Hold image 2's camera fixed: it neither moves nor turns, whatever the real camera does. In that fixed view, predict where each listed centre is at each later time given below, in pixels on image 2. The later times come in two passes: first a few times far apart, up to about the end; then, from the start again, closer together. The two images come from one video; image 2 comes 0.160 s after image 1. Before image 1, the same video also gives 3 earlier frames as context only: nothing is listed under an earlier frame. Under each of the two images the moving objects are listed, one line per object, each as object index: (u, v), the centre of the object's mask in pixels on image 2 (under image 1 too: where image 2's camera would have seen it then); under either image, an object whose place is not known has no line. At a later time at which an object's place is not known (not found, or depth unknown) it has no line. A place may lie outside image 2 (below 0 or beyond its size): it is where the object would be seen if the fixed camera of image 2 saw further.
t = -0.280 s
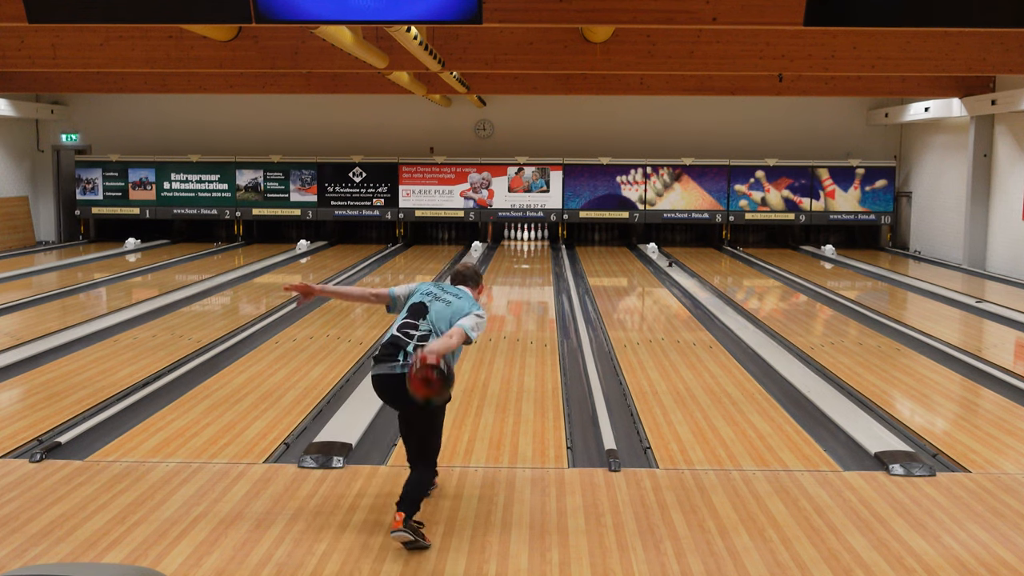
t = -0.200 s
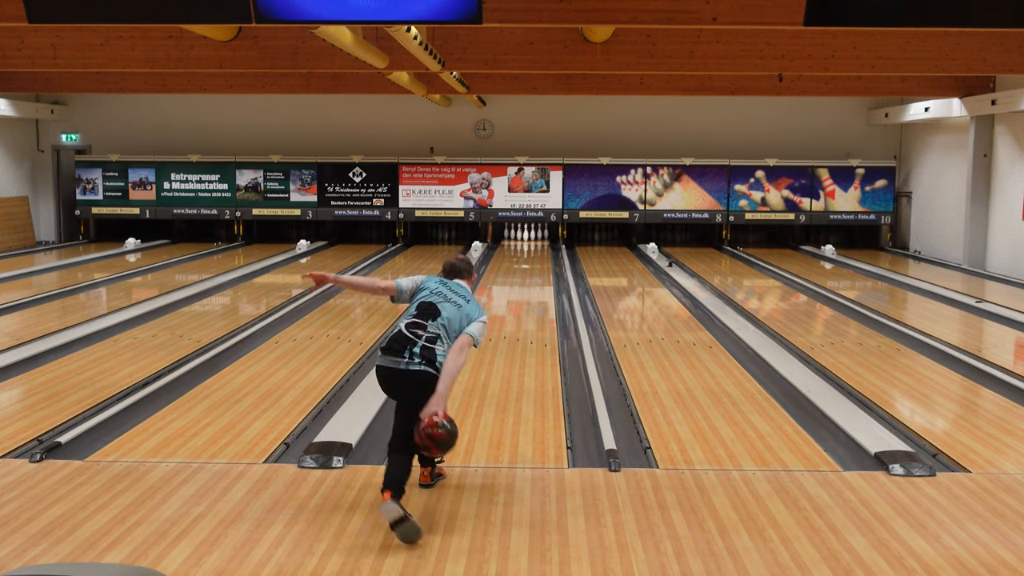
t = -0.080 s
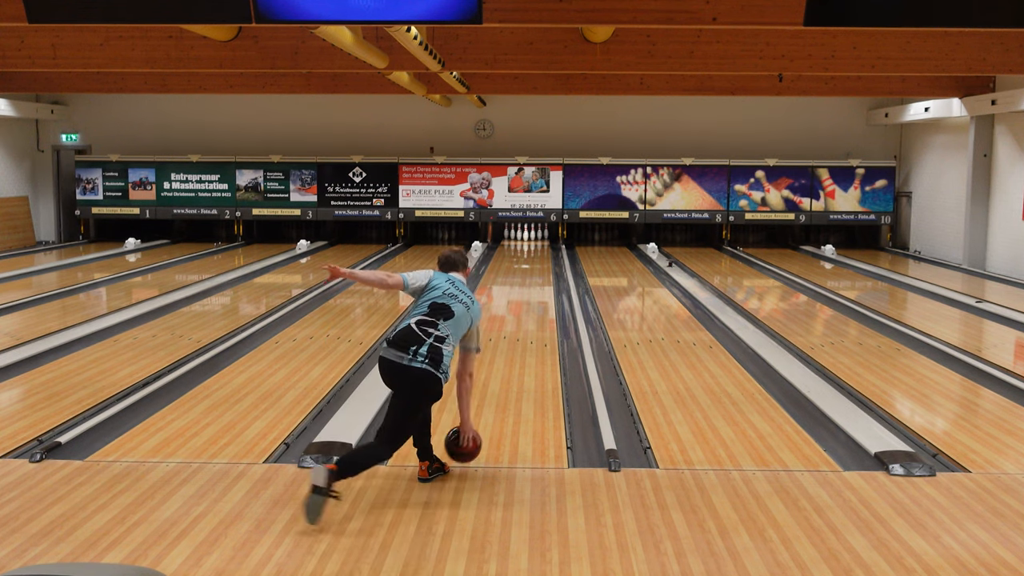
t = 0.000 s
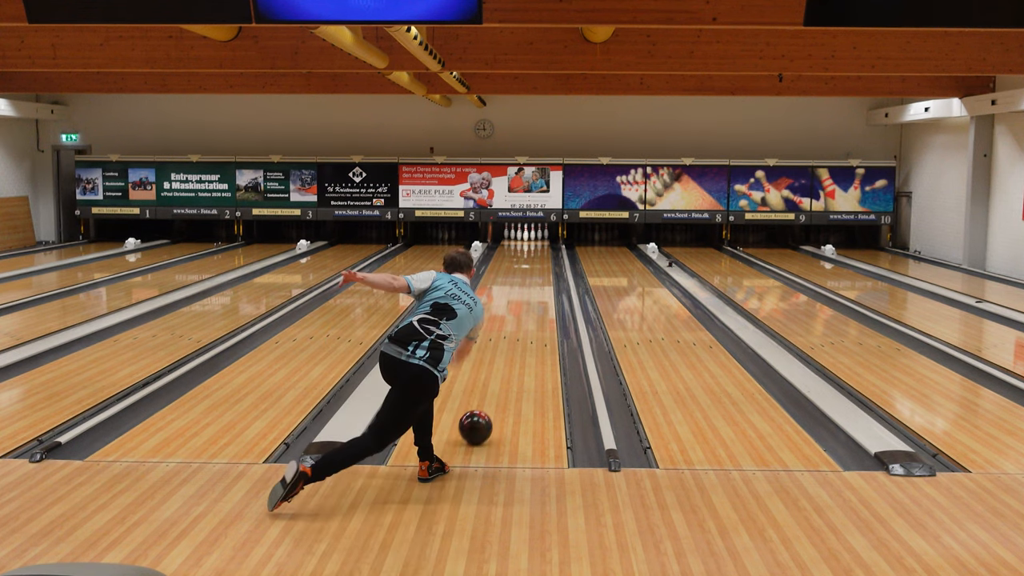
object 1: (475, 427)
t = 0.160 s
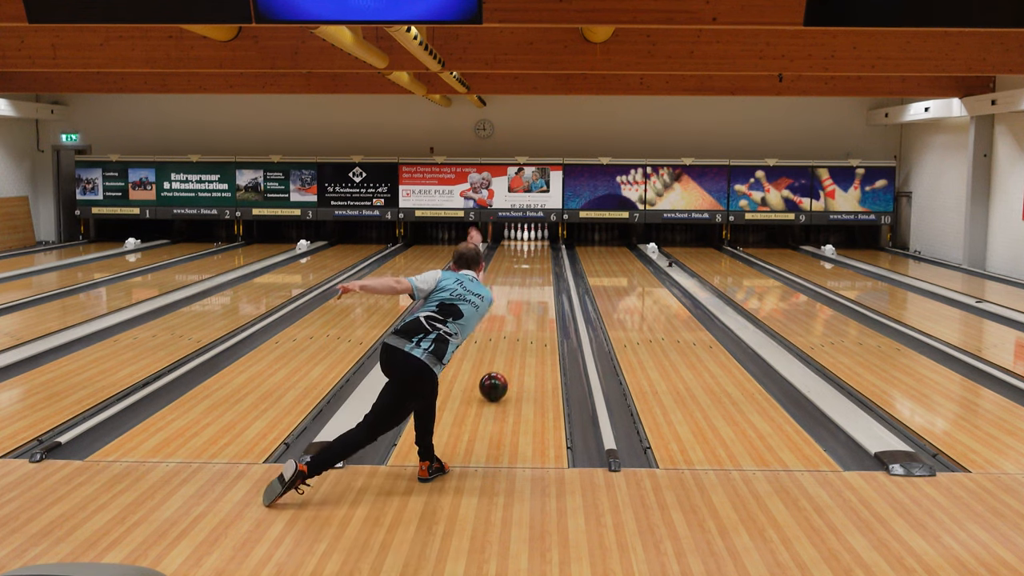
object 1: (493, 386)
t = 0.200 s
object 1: (497, 378)
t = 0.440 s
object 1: (513, 339)
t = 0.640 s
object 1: (522, 316)
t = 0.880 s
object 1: (529, 295)
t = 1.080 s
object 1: (533, 282)
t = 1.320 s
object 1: (536, 269)
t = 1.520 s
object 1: (537, 260)
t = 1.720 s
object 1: (537, 253)
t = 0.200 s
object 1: (497, 378)
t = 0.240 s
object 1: (500, 370)
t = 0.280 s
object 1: (503, 363)
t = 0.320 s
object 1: (506, 356)
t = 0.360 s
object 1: (508, 350)
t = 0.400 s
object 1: (511, 344)
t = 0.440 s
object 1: (513, 339)
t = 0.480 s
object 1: (515, 334)
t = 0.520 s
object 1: (517, 329)
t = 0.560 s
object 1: (519, 324)
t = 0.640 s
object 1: (522, 316)
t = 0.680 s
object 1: (524, 312)
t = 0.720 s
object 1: (525, 308)
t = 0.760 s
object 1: (526, 305)
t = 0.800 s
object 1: (527, 301)
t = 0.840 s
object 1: (528, 298)
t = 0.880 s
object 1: (529, 295)
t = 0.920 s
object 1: (530, 292)
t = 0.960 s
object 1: (531, 289)
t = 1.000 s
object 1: (532, 286)
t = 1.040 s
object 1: (533, 284)
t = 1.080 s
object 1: (533, 282)
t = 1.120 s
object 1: (534, 279)
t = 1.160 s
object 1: (534, 277)
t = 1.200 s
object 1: (535, 275)
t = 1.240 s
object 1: (535, 273)
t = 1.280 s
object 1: (536, 271)
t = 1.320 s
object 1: (536, 269)
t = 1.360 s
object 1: (537, 267)
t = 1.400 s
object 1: (537, 265)
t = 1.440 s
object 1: (537, 263)
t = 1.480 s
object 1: (537, 262)
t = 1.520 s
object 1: (537, 260)
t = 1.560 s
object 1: (538, 258)
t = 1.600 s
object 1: (538, 257)
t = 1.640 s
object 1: (538, 255)
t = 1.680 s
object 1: (538, 254)
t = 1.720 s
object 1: (537, 253)
